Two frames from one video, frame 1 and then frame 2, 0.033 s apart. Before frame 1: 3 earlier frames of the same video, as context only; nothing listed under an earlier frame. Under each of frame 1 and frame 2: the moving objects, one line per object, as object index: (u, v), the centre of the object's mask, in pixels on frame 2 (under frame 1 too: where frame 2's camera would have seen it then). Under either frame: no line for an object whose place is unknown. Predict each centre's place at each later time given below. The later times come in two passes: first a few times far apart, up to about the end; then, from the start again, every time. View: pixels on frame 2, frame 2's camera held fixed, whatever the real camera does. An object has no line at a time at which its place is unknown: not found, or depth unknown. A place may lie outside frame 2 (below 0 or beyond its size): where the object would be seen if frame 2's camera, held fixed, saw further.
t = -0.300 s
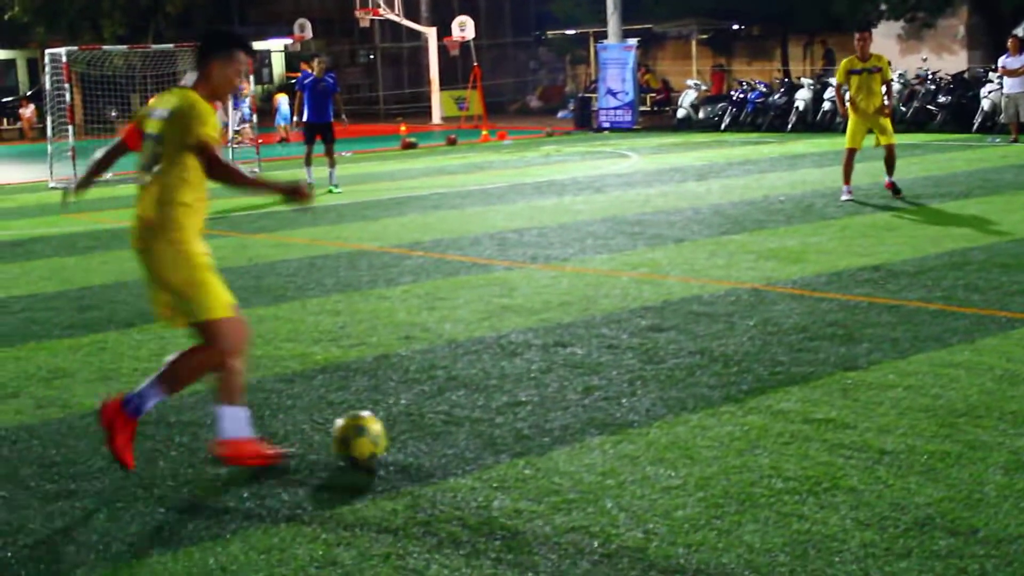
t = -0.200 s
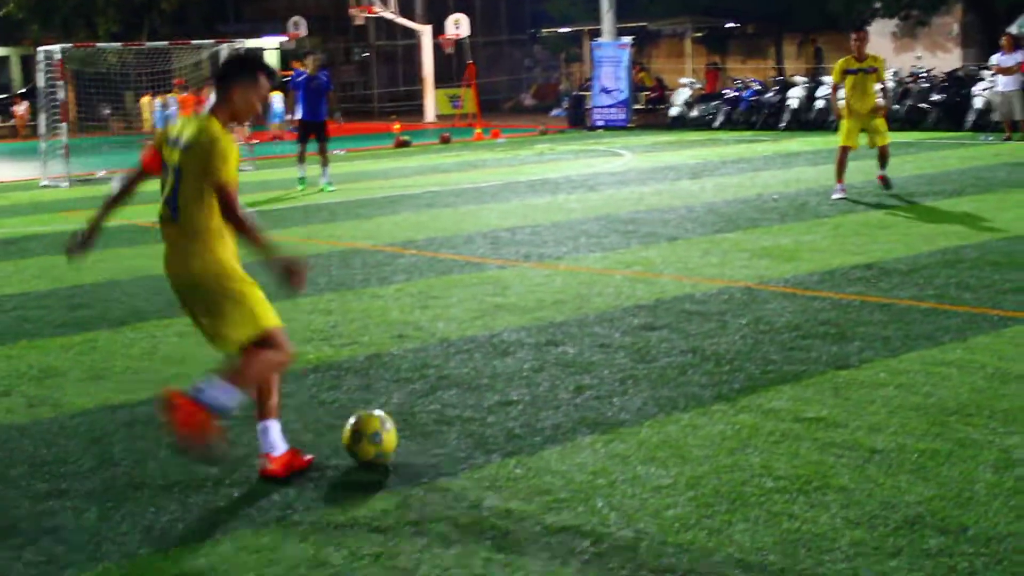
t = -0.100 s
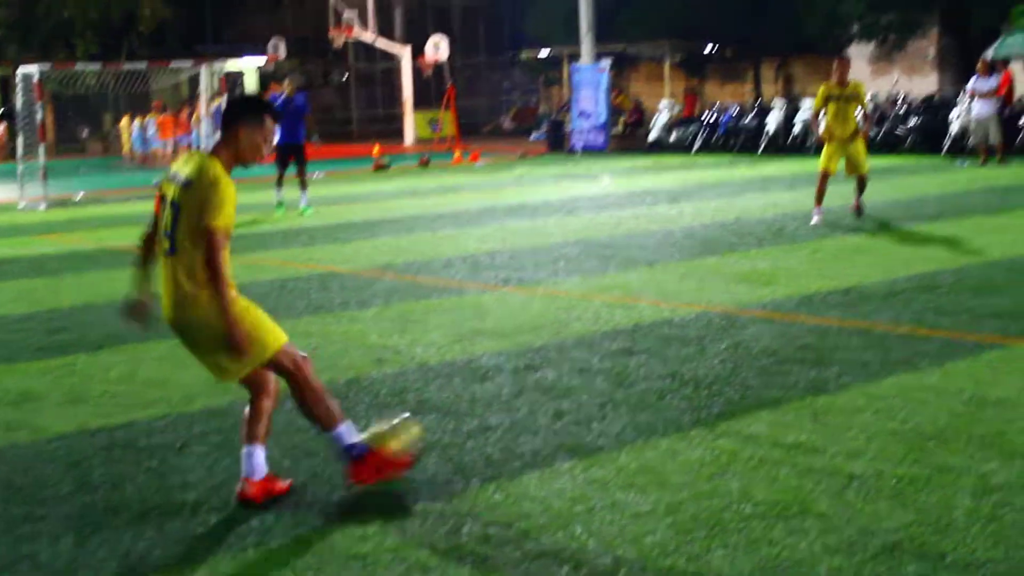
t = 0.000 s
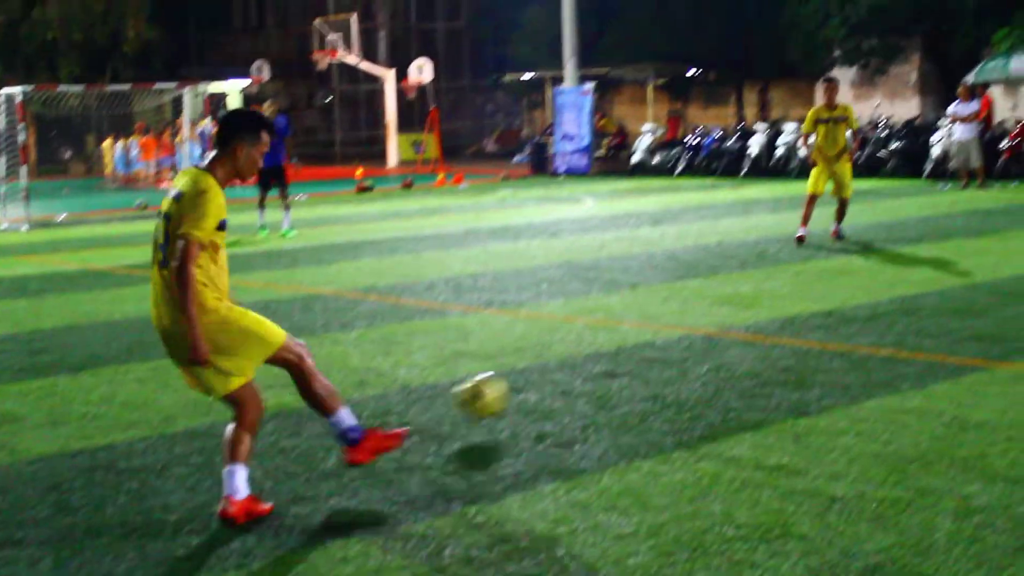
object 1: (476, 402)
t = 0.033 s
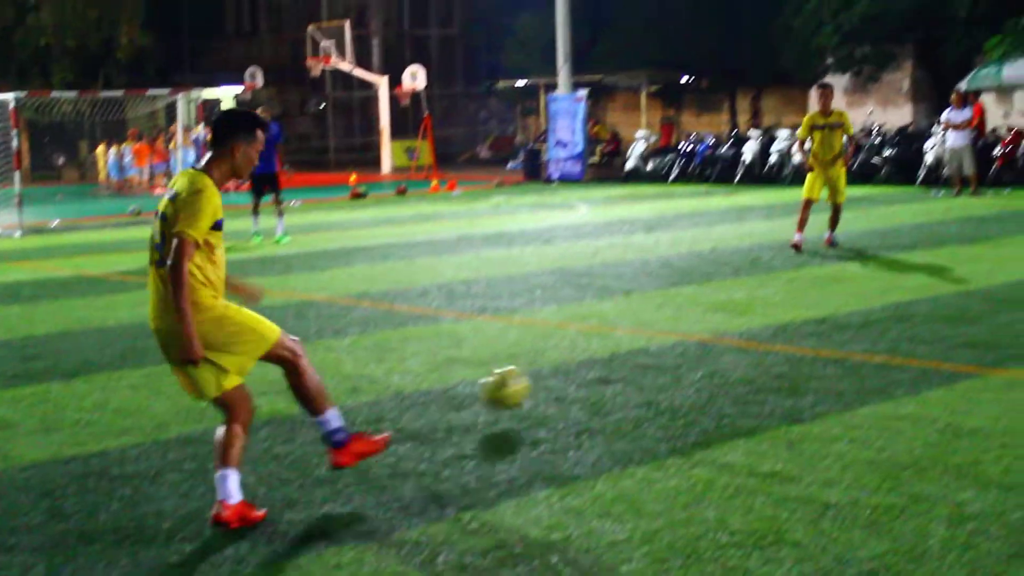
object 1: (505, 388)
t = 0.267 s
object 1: (639, 315)
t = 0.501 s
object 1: (709, 288)
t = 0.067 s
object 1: (532, 377)
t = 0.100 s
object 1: (556, 369)
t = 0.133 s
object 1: (578, 363)
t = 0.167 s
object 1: (597, 351)
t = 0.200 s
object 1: (611, 337)
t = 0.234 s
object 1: (626, 325)
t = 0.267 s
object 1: (639, 315)
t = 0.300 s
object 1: (651, 309)
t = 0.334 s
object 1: (663, 303)
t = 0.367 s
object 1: (675, 300)
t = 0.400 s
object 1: (685, 299)
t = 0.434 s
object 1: (695, 300)
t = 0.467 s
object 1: (703, 294)
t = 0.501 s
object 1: (709, 288)
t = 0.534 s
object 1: (716, 282)
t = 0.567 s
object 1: (724, 279)
